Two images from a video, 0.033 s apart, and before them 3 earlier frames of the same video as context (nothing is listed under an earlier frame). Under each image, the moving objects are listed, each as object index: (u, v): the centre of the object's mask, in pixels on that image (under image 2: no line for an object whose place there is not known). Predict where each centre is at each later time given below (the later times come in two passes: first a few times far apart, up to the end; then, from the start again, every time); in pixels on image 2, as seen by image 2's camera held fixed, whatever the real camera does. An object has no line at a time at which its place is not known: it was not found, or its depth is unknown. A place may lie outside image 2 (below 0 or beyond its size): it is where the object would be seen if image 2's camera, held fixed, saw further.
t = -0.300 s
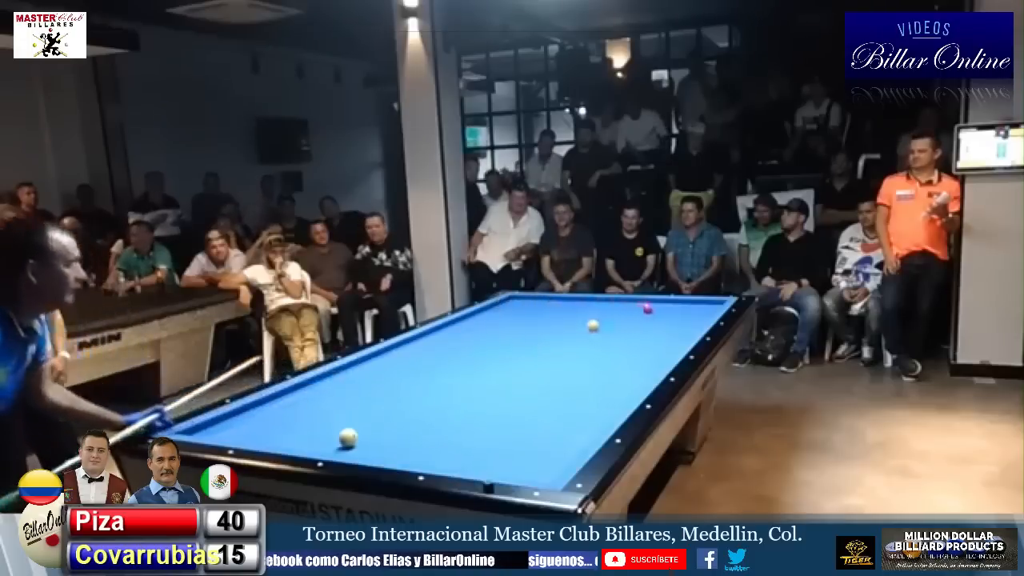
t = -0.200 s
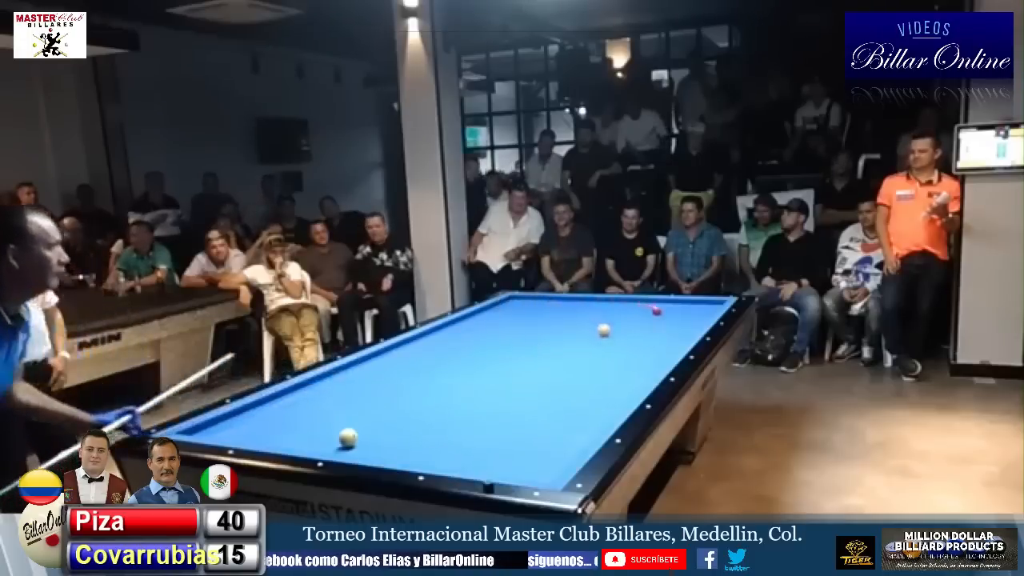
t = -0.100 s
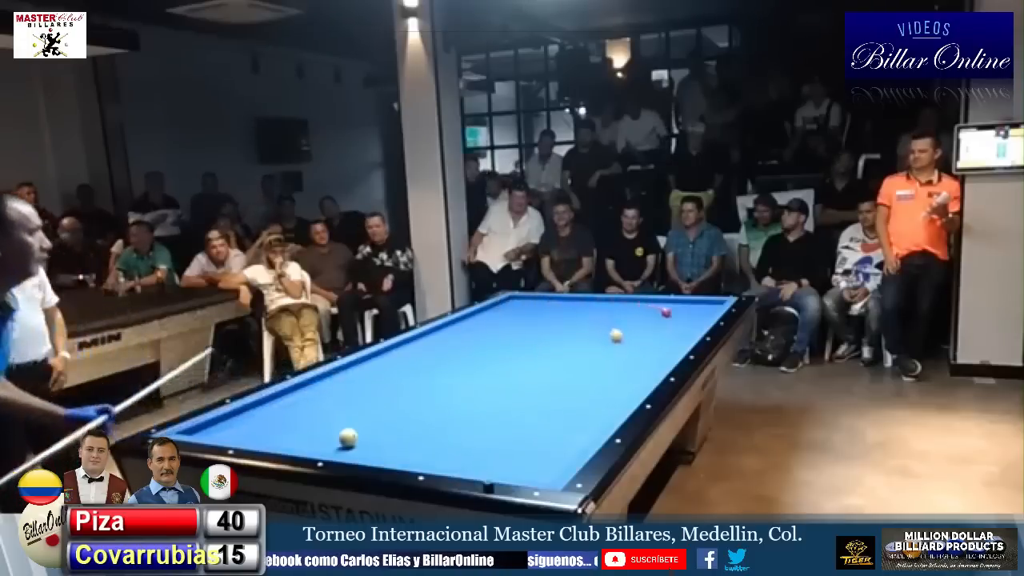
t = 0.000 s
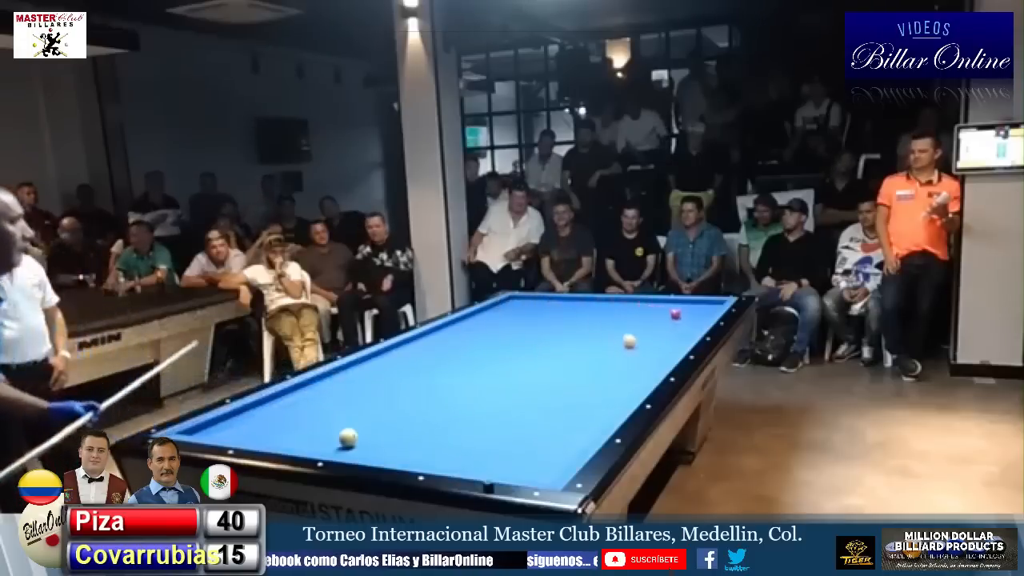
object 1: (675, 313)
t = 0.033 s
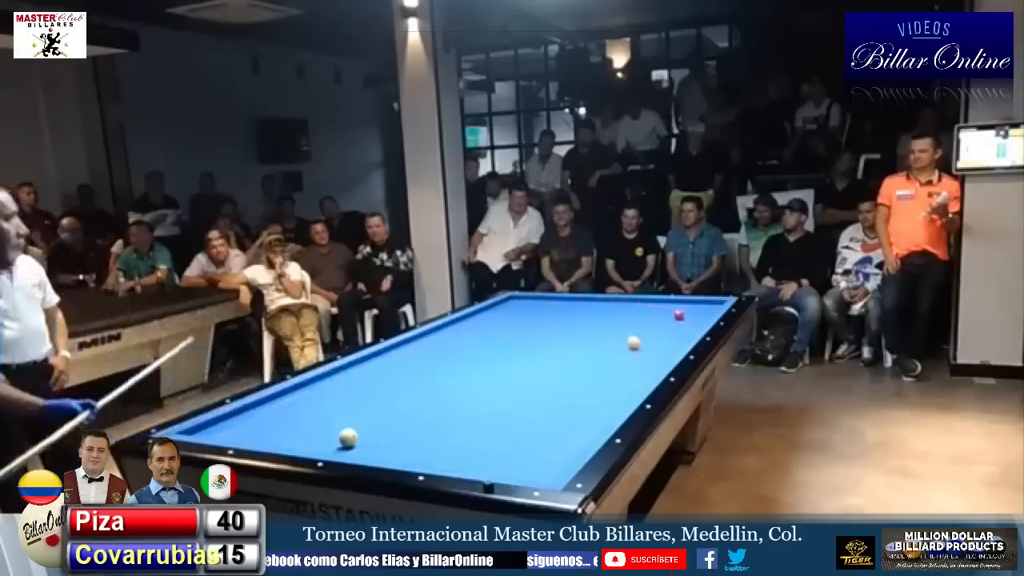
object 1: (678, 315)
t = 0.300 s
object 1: (701, 319)
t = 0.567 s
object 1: (677, 324)
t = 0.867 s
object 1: (650, 328)
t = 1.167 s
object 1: (624, 332)
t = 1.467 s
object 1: (598, 335)
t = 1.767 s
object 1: (572, 340)
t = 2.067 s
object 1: (546, 343)
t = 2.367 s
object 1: (521, 347)
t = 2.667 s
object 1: (496, 352)
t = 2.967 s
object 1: (471, 356)
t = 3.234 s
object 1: (449, 359)
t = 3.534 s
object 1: (424, 363)
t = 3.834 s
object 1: (400, 367)
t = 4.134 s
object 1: (376, 371)
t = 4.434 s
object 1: (353, 375)
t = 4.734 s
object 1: (330, 378)
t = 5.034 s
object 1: (313, 381)
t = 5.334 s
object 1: (311, 385)
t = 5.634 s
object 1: (310, 388)
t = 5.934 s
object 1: (308, 391)
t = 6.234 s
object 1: (307, 394)
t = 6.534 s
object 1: (306, 397)
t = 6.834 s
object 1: (306, 401)
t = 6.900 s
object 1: (310, 401)
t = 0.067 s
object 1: (682, 315)
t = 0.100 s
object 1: (685, 316)
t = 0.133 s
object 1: (688, 316)
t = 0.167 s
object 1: (692, 317)
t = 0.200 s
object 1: (695, 318)
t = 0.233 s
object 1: (698, 319)
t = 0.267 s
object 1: (701, 319)
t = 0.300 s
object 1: (701, 319)
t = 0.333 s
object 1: (698, 320)
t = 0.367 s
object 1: (695, 321)
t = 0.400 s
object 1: (692, 321)
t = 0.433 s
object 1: (689, 321)
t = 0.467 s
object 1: (686, 322)
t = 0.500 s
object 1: (683, 322)
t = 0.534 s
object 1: (680, 323)
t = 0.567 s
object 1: (677, 324)
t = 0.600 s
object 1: (674, 324)
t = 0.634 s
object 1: (671, 324)
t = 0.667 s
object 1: (668, 325)
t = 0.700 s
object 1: (665, 325)
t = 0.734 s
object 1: (663, 326)
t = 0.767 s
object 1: (660, 326)
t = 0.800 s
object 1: (656, 326)
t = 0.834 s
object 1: (653, 327)
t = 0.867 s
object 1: (650, 328)
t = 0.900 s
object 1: (647, 328)
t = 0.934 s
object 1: (645, 328)
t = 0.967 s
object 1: (641, 328)
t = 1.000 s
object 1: (639, 329)
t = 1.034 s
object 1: (636, 330)
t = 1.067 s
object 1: (633, 330)
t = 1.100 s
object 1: (630, 330)
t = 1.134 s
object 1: (627, 331)
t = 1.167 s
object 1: (624, 332)
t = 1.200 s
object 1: (621, 332)
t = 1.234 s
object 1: (618, 332)
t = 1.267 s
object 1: (615, 333)
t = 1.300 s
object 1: (612, 333)
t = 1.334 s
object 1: (609, 334)
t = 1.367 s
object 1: (607, 334)
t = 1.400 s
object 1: (604, 334)
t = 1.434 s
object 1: (601, 335)
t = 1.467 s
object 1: (598, 335)
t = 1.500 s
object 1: (595, 336)
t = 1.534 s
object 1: (592, 336)
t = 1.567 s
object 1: (589, 337)
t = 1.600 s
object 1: (586, 338)
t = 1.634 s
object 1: (583, 338)
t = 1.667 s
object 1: (580, 338)
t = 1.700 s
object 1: (578, 339)
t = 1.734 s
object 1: (574, 339)
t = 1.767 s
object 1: (572, 340)
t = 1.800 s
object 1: (569, 340)
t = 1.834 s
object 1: (566, 341)
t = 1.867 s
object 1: (563, 341)
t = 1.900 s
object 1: (561, 342)
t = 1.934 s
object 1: (558, 342)
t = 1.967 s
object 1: (555, 342)
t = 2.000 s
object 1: (552, 343)
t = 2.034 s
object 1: (549, 343)
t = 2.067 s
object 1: (546, 343)
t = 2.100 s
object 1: (543, 344)
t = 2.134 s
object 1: (541, 344)
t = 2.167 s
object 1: (538, 345)
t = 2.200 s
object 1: (535, 345)
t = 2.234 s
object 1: (532, 345)
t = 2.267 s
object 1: (529, 346)
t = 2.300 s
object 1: (527, 347)
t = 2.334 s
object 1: (524, 347)
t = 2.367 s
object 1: (521, 347)
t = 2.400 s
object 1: (518, 348)
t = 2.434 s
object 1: (515, 349)
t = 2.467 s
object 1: (512, 349)
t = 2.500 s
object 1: (510, 350)
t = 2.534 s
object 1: (507, 350)
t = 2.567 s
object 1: (504, 350)
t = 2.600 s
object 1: (501, 351)
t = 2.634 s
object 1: (498, 351)
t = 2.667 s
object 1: (496, 352)
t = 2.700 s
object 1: (493, 352)
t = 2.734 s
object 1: (490, 353)
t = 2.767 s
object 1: (487, 353)
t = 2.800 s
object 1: (484, 353)
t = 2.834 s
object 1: (482, 354)
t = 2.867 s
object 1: (479, 354)
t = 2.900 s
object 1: (476, 355)
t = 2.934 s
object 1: (473, 355)
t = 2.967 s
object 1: (471, 356)
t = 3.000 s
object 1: (468, 356)
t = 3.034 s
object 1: (465, 356)
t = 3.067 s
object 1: (462, 357)
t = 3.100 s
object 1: (460, 357)
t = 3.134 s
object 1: (457, 358)
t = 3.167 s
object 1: (454, 358)
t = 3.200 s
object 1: (451, 359)
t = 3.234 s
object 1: (449, 359)
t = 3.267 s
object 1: (446, 360)
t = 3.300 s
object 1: (443, 360)
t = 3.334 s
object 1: (441, 361)
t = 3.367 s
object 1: (438, 361)
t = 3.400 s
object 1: (435, 362)
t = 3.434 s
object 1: (432, 362)
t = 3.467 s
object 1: (429, 363)
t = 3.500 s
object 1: (427, 363)
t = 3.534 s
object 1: (424, 363)
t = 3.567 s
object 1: (422, 364)
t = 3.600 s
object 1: (419, 364)
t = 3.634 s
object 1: (416, 365)
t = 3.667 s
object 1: (414, 365)
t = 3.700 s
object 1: (411, 365)
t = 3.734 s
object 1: (408, 366)
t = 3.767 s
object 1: (405, 366)
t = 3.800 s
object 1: (403, 367)
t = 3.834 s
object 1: (400, 367)
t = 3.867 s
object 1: (398, 368)
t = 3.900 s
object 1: (395, 368)
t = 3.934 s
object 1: (393, 368)
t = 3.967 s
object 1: (390, 368)
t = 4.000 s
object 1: (388, 369)
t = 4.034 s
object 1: (385, 369)
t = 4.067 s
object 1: (383, 369)
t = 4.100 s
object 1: (379, 370)
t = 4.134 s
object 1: (376, 371)
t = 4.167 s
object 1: (373, 372)
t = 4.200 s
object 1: (371, 372)
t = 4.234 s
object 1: (368, 372)
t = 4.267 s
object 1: (366, 373)
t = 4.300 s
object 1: (363, 374)
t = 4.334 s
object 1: (361, 374)
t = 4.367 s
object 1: (358, 374)
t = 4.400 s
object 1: (355, 375)
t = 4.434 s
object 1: (353, 375)
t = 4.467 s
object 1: (350, 375)
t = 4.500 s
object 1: (347, 375)
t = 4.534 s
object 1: (345, 376)
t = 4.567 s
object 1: (342, 376)
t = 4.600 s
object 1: (340, 377)
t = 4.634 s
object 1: (337, 377)
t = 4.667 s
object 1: (335, 377)
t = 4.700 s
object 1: (332, 378)
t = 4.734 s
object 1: (330, 378)
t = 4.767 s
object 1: (327, 379)
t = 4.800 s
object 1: (325, 379)
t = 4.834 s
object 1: (323, 379)
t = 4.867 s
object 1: (320, 378)
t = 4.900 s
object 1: (318, 378)
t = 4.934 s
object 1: (316, 379)
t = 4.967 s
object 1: (313, 380)
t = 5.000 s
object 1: (313, 381)
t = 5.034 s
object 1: (313, 381)
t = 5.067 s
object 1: (312, 382)
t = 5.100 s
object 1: (312, 382)
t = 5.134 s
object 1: (312, 382)
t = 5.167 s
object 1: (312, 383)
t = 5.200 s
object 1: (312, 383)
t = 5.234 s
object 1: (312, 384)
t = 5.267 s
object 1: (311, 384)
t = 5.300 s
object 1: (311, 385)
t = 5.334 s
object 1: (311, 385)
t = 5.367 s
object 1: (311, 385)
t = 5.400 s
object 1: (311, 386)
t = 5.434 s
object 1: (311, 386)
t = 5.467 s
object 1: (311, 386)
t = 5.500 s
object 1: (310, 387)
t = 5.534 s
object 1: (310, 387)
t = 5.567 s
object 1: (310, 387)
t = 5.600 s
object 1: (310, 388)
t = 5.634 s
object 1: (310, 388)
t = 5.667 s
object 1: (310, 388)
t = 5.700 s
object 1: (309, 389)
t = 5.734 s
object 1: (309, 389)
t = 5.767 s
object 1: (309, 390)
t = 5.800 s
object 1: (309, 390)
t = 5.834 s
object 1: (309, 390)
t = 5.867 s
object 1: (309, 391)
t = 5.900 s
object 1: (308, 391)
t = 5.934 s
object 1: (308, 391)
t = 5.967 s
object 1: (308, 391)
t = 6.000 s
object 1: (308, 392)
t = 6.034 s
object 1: (308, 392)
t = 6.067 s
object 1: (308, 392)
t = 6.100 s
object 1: (308, 393)
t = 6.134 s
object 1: (308, 393)
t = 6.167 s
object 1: (308, 393)
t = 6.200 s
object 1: (308, 394)
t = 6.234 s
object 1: (307, 394)
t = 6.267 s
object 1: (307, 395)
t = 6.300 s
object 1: (307, 395)
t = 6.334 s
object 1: (307, 395)
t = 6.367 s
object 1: (307, 395)
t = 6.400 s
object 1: (307, 396)
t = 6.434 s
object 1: (307, 396)
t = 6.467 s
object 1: (307, 396)
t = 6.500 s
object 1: (306, 397)
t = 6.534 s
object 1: (306, 397)
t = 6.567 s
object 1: (306, 397)
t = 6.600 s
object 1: (306, 398)
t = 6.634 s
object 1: (306, 398)
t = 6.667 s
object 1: (306, 398)
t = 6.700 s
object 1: (306, 398)
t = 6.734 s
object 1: (306, 399)
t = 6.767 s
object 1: (306, 400)
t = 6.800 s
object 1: (306, 400)
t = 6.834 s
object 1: (306, 401)
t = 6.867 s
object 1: (308, 401)
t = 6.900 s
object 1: (310, 401)
